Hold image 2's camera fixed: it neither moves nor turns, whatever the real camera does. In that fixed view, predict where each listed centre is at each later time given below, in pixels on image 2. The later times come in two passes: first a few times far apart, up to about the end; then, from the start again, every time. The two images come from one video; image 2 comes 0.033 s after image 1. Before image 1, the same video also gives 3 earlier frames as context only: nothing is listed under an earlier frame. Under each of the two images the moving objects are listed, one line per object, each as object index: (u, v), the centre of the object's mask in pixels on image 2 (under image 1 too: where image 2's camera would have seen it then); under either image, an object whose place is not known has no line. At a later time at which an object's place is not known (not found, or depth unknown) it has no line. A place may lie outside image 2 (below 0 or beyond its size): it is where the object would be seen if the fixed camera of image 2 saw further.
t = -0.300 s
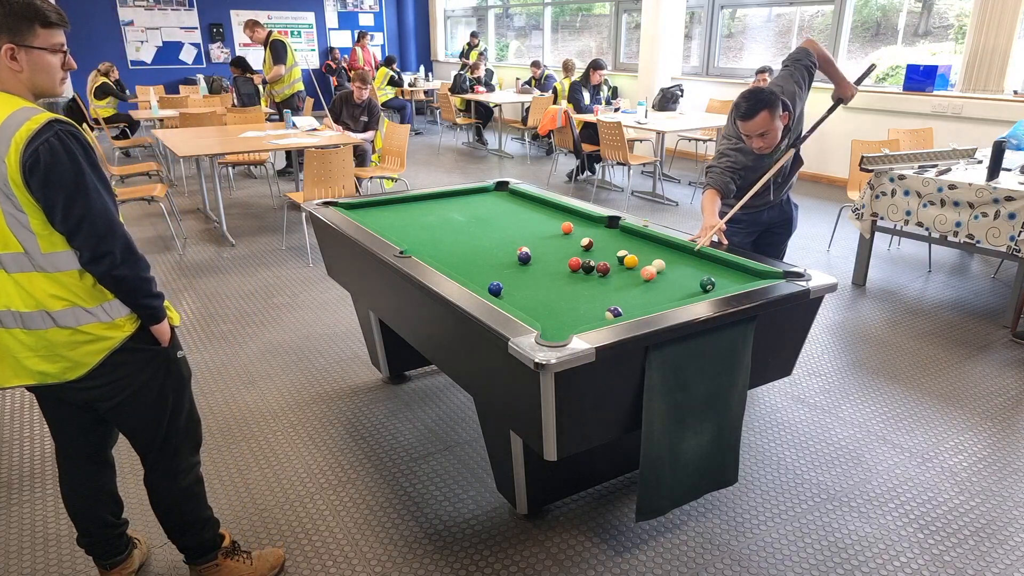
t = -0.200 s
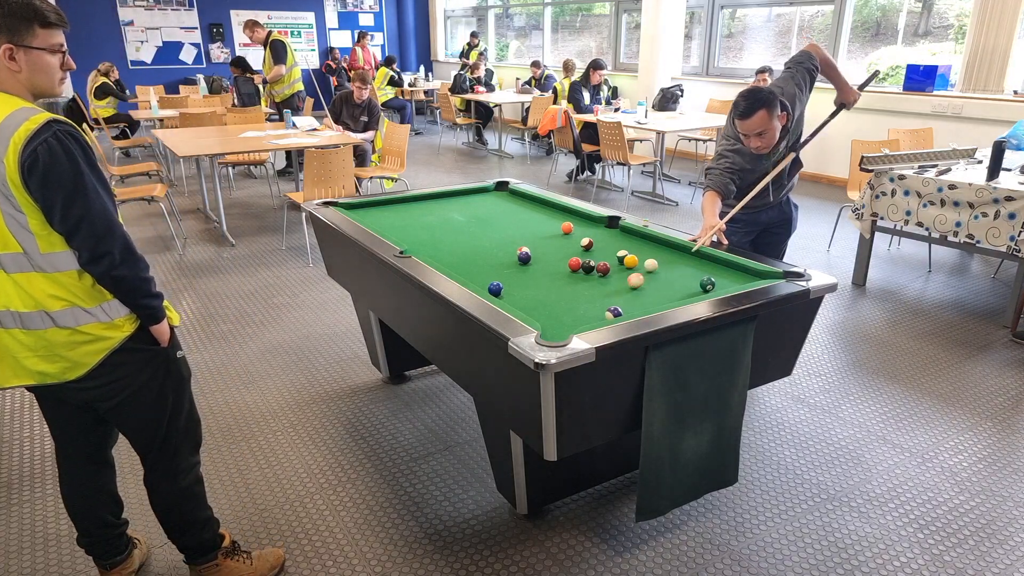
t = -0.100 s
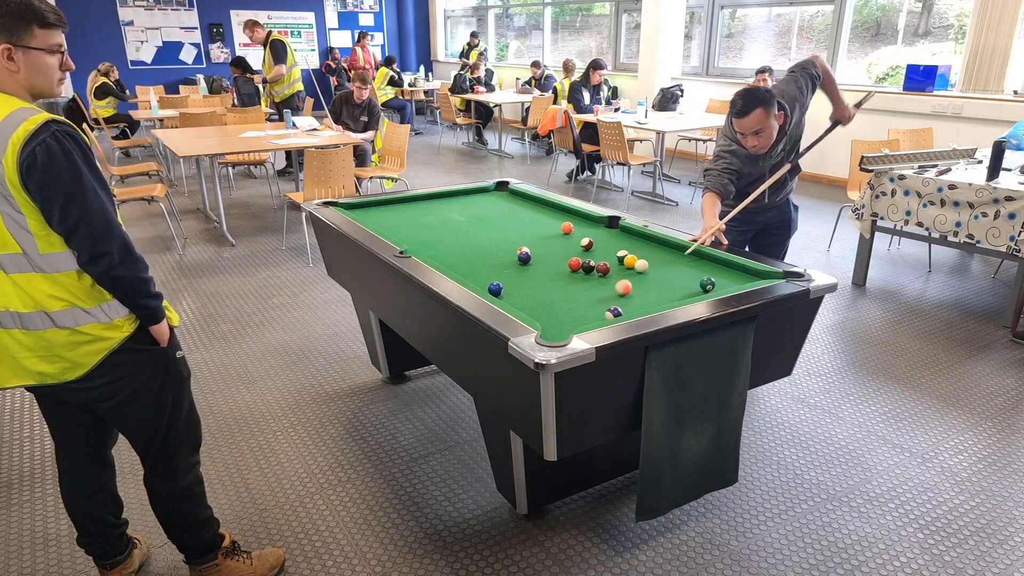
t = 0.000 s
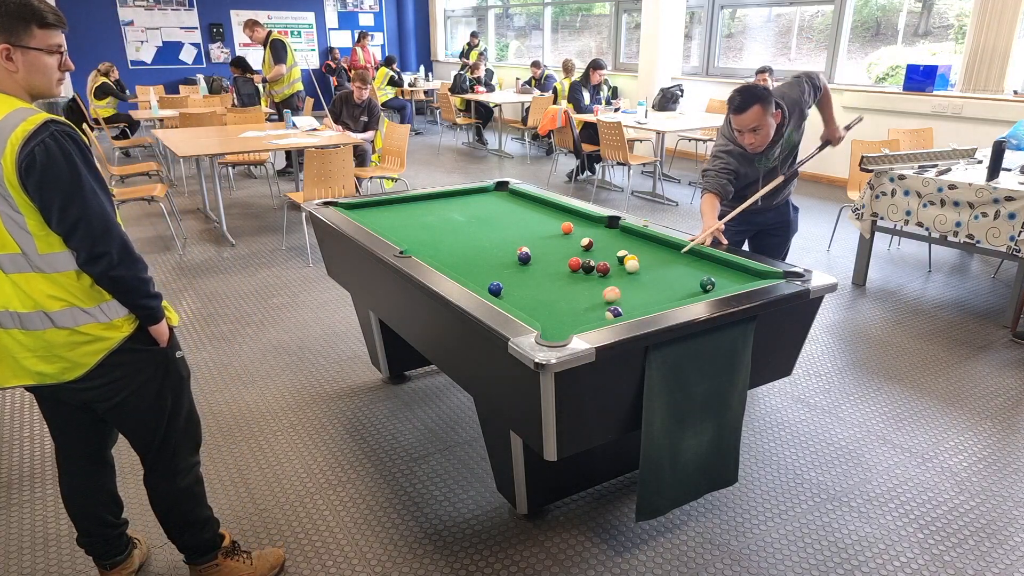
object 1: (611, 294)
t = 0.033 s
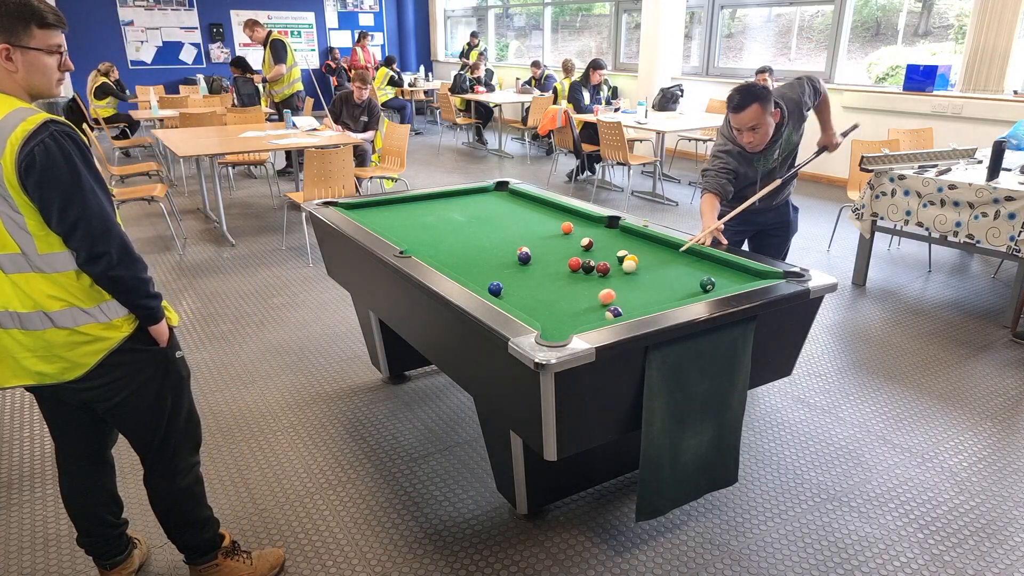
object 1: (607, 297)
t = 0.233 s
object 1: (580, 312)
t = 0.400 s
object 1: (556, 326)
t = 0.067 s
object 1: (603, 299)
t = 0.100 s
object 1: (598, 302)
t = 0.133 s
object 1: (594, 304)
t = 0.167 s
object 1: (589, 307)
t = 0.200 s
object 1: (585, 310)
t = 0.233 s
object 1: (580, 312)
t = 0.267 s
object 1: (575, 315)
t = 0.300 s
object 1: (571, 317)
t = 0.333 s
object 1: (566, 320)
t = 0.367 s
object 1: (561, 323)
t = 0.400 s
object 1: (556, 326)
